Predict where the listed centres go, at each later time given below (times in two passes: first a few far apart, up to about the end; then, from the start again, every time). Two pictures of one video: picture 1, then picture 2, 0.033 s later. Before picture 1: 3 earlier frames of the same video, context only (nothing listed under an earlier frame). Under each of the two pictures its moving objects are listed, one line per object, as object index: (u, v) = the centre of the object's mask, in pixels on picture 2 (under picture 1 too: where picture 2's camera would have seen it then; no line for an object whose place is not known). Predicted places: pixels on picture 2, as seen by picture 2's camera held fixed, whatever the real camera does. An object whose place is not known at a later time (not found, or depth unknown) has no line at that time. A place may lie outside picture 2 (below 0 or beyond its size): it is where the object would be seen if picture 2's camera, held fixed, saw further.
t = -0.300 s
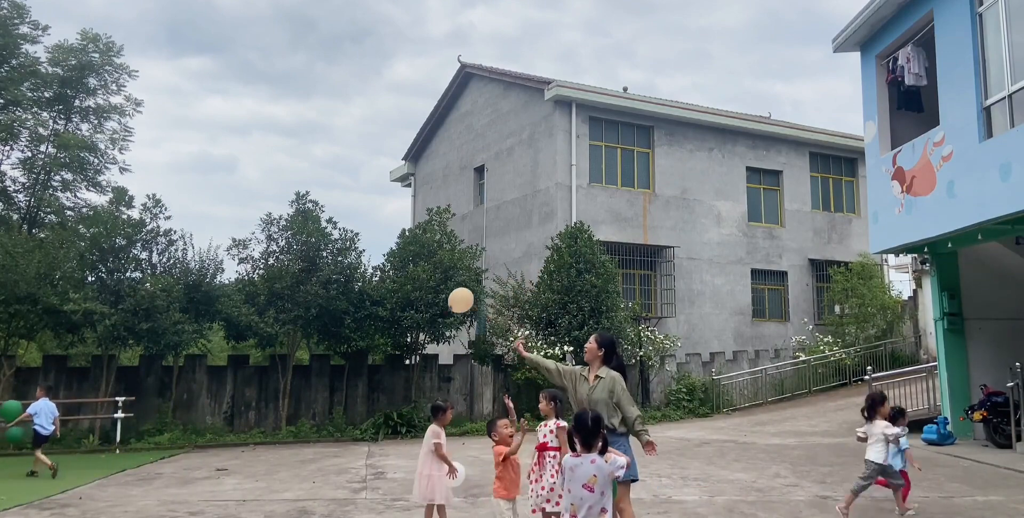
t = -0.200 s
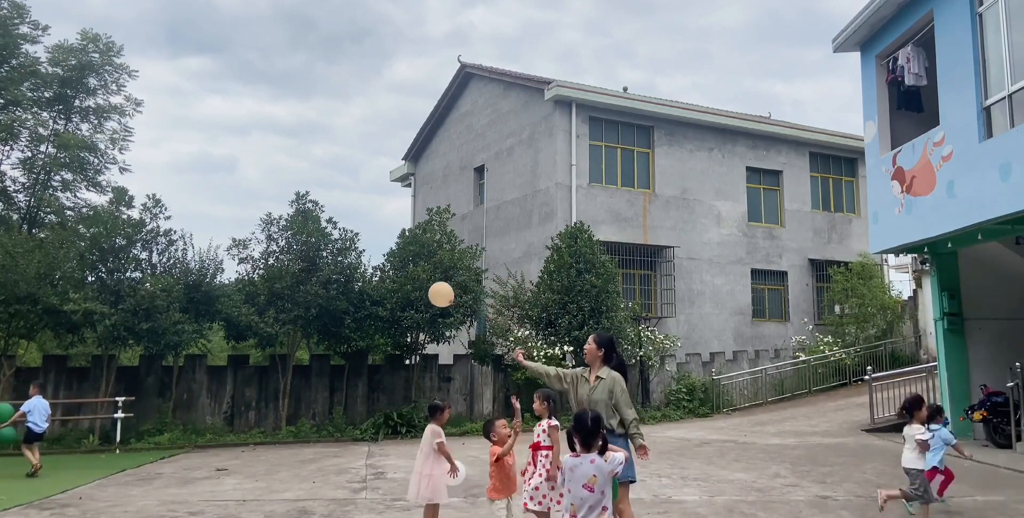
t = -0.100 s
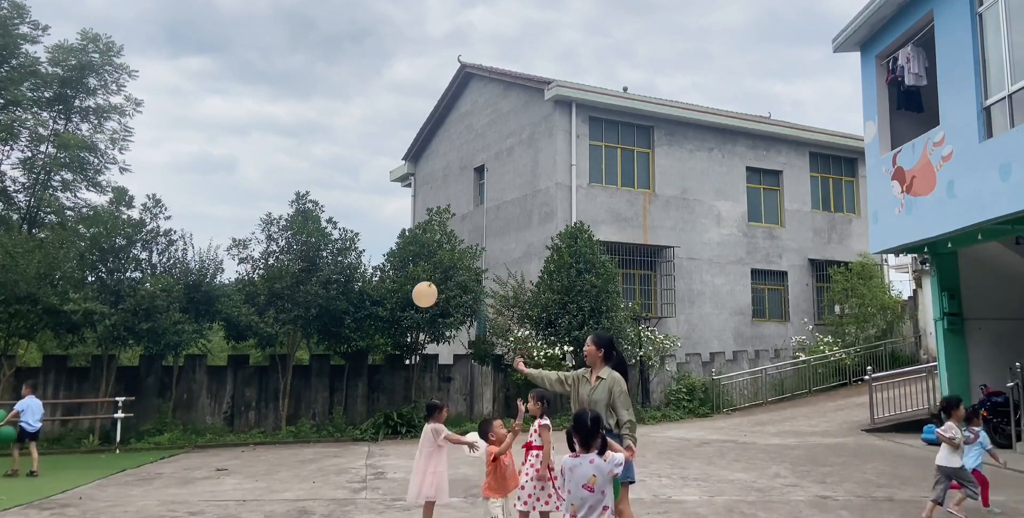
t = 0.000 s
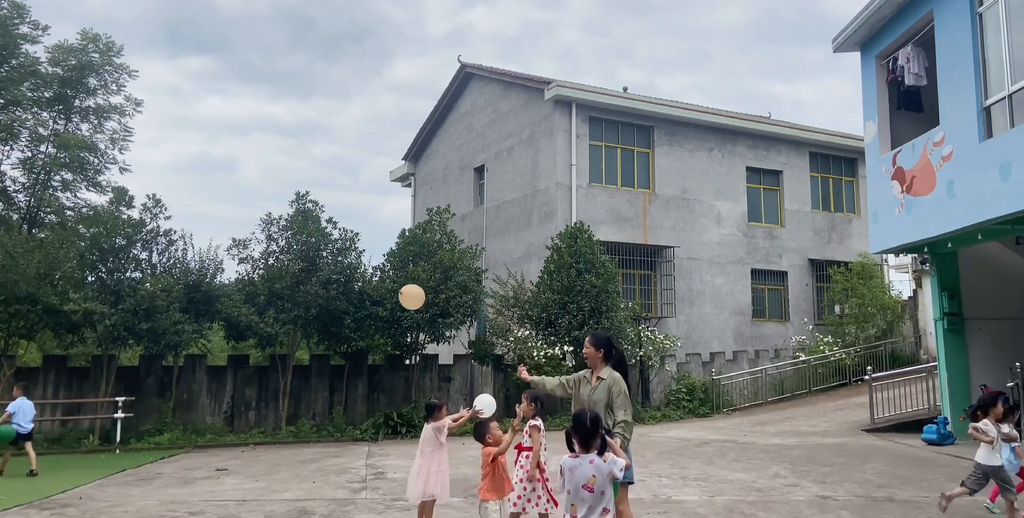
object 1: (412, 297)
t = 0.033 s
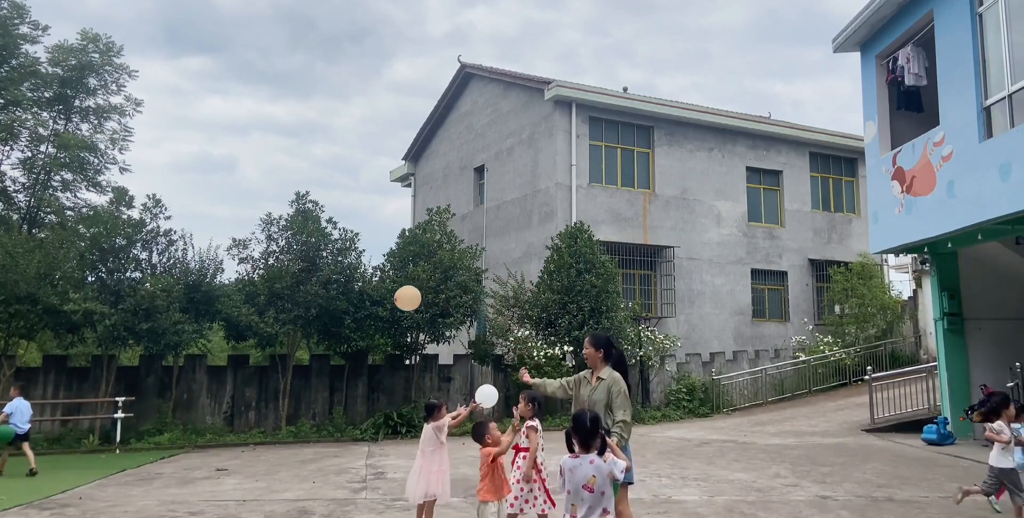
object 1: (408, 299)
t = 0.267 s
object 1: (382, 319)
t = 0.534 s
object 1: (367, 358)
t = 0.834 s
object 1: (361, 413)
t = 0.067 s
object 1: (403, 300)
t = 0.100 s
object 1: (399, 303)
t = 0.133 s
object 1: (395, 305)
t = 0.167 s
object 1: (392, 308)
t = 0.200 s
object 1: (388, 312)
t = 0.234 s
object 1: (385, 315)
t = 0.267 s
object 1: (382, 319)
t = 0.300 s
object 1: (379, 323)
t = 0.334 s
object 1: (377, 328)
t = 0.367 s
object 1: (375, 332)
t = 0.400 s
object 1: (372, 337)
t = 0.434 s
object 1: (371, 342)
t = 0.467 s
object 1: (369, 348)
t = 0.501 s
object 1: (368, 353)
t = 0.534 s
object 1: (367, 358)
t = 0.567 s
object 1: (366, 363)
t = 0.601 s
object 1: (365, 369)
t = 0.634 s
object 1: (364, 374)
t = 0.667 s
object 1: (363, 380)
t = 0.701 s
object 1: (362, 387)
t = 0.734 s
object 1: (361, 393)
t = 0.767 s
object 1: (361, 400)
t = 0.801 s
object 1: (361, 407)
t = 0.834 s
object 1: (361, 413)
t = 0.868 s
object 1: (362, 420)
